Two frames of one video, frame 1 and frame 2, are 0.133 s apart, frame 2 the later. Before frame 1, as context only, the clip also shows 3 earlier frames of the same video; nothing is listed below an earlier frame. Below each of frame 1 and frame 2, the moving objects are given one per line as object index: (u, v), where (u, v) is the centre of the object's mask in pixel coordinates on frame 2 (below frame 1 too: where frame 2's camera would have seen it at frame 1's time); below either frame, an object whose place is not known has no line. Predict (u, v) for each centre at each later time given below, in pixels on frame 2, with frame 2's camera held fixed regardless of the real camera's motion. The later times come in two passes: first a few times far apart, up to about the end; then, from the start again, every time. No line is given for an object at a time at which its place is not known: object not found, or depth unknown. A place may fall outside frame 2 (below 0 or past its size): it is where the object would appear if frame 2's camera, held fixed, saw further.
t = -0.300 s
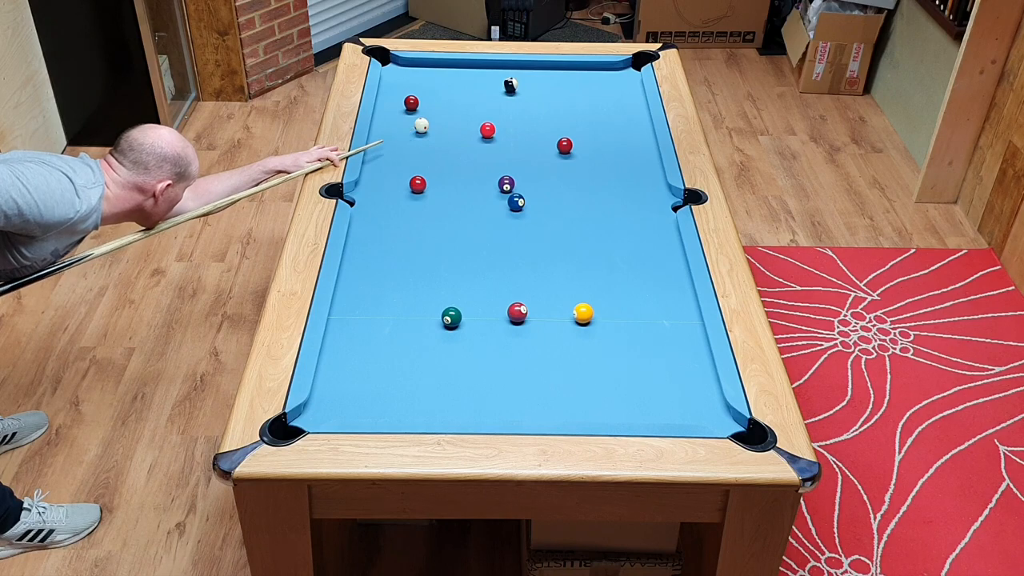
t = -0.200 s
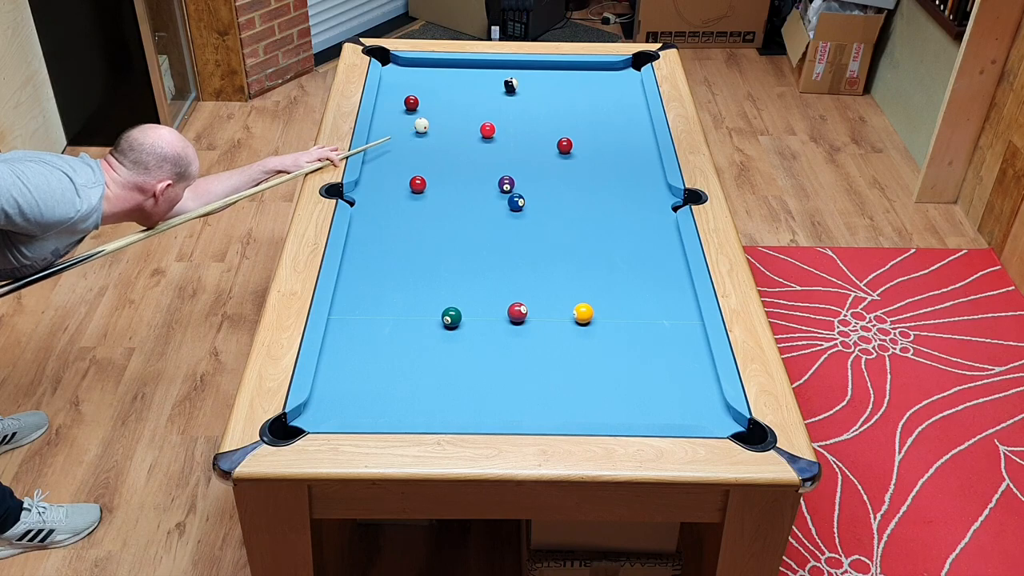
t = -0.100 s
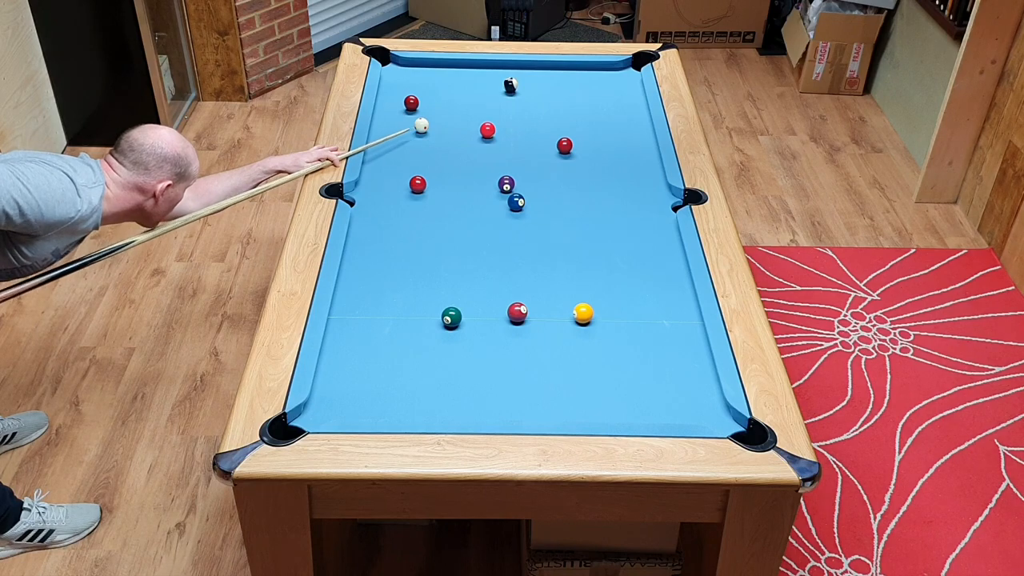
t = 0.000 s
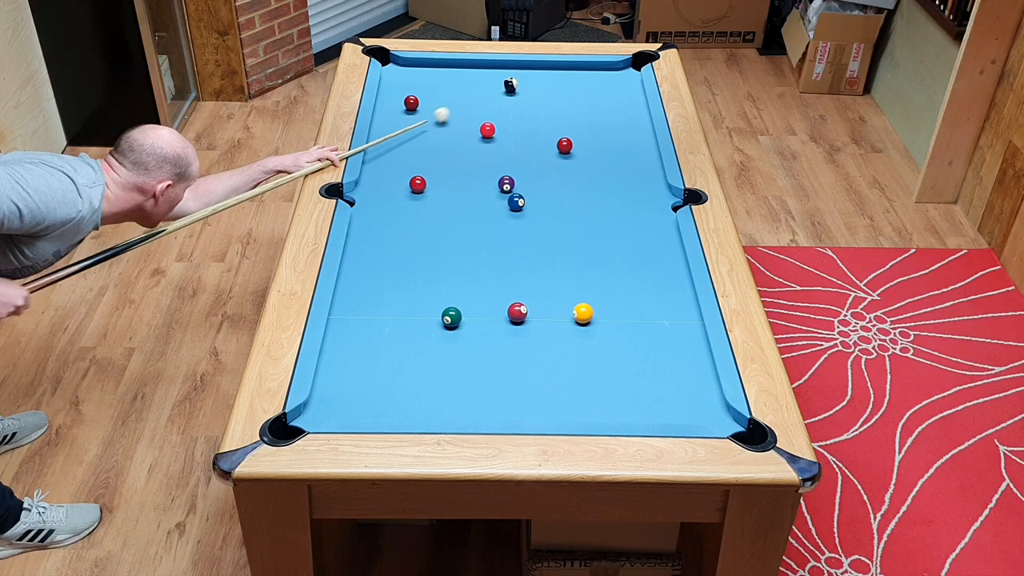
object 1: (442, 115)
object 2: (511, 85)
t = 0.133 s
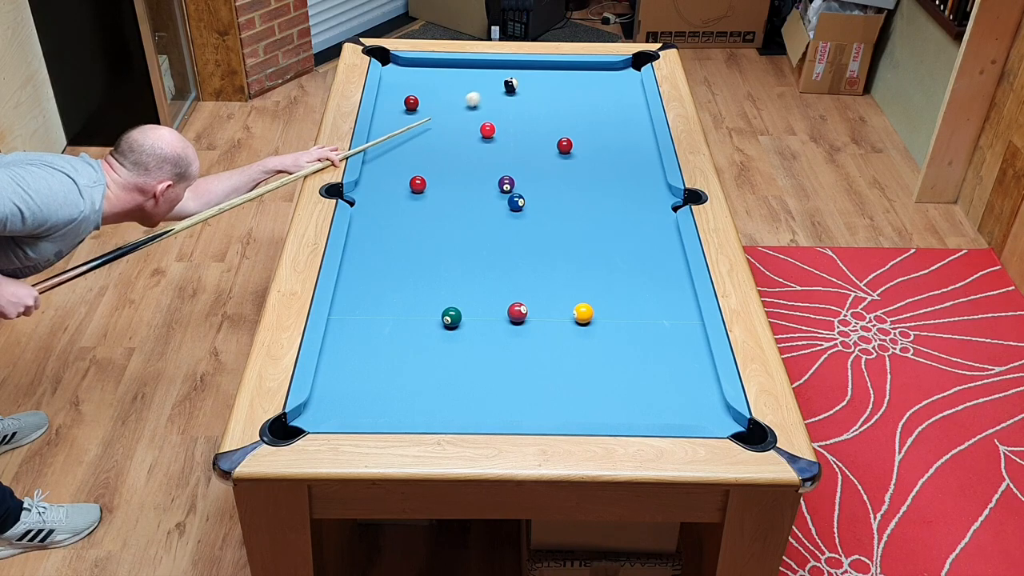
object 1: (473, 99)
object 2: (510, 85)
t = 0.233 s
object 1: (493, 88)
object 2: (511, 85)
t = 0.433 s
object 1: (492, 74)
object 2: (540, 81)
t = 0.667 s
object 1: (488, 69)
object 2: (571, 75)
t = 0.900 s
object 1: (481, 80)
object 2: (601, 71)
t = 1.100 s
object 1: (474, 89)
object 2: (624, 68)
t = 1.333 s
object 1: (467, 99)
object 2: (640, 66)
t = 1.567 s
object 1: (459, 109)
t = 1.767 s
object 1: (453, 117)
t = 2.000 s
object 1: (446, 126)
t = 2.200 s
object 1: (440, 133)
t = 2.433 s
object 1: (433, 141)
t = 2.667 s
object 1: (426, 148)
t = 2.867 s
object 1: (421, 153)
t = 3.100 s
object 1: (415, 159)
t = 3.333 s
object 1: (410, 164)
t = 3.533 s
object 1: (407, 167)
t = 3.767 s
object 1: (403, 170)
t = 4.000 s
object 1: (401, 172)
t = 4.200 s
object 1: (399, 174)
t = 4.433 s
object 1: (399, 174)
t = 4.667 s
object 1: (399, 174)
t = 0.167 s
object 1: (480, 95)
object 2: (510, 85)
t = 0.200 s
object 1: (487, 92)
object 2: (510, 85)
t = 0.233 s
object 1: (493, 88)
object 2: (511, 85)
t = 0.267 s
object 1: (495, 86)
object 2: (514, 84)
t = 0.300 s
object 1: (494, 84)
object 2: (521, 84)
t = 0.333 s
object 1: (493, 81)
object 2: (525, 83)
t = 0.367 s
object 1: (493, 79)
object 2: (530, 82)
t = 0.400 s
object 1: (493, 77)
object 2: (535, 81)
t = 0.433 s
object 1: (492, 74)
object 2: (540, 81)
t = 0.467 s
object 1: (492, 72)
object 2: (544, 80)
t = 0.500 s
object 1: (492, 70)
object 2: (549, 80)
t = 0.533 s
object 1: (491, 67)
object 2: (554, 78)
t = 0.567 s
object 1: (491, 65)
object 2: (558, 78)
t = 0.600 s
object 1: (490, 65)
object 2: (563, 77)
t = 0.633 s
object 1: (489, 67)
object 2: (567, 77)
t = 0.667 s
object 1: (488, 69)
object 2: (571, 75)
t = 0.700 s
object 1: (487, 70)
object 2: (576, 75)
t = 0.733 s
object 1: (486, 72)
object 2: (580, 74)
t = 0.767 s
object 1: (485, 73)
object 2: (584, 74)
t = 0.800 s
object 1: (484, 75)
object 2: (589, 73)
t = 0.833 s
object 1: (483, 76)
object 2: (592, 72)
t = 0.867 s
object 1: (482, 78)
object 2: (597, 71)
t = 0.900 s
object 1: (481, 80)
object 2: (601, 71)
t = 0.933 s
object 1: (480, 81)
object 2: (605, 70)
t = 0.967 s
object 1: (478, 83)
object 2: (609, 70)
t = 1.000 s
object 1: (477, 84)
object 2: (613, 69)
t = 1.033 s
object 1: (476, 86)
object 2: (617, 68)
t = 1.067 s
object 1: (475, 87)
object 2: (621, 69)
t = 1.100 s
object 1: (474, 89)
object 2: (624, 68)
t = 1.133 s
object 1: (473, 90)
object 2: (628, 67)
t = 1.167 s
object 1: (472, 92)
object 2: (632, 66)
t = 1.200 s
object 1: (471, 93)
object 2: (636, 65)
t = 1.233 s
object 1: (470, 95)
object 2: (639, 64)
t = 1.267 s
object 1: (469, 96)
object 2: (641, 63)
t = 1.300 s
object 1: (468, 98)
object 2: (641, 64)
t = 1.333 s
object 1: (467, 99)
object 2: (640, 66)
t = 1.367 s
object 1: (466, 101)
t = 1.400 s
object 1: (465, 102)
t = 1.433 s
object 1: (464, 103)
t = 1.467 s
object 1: (463, 105)
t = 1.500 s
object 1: (462, 106)
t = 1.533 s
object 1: (461, 108)
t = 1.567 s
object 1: (459, 109)
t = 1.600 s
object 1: (458, 110)
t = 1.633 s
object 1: (458, 112)
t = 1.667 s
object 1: (456, 113)
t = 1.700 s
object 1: (455, 115)
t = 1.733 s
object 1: (454, 116)
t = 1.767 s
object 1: (453, 117)
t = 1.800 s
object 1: (452, 119)
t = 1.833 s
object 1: (451, 120)
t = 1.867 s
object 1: (450, 121)
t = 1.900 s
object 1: (449, 122)
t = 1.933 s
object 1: (448, 124)
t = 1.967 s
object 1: (447, 125)
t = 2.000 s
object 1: (446, 126)
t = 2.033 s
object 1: (445, 127)
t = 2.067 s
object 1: (444, 129)
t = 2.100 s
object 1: (443, 130)
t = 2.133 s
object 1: (442, 131)
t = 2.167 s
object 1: (441, 132)
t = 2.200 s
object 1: (440, 133)
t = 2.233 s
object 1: (439, 134)
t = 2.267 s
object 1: (438, 136)
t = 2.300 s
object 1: (437, 137)
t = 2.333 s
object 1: (436, 138)
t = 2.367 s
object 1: (435, 139)
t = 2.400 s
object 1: (434, 140)
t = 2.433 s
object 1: (433, 141)
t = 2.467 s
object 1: (432, 142)
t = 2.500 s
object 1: (431, 143)
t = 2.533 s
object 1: (430, 144)
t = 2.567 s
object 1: (429, 145)
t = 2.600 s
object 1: (428, 146)
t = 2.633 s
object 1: (427, 147)
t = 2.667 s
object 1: (426, 148)
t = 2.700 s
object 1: (425, 149)
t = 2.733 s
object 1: (424, 150)
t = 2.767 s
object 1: (423, 151)
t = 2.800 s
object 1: (422, 152)
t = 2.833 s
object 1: (422, 152)
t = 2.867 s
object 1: (421, 153)
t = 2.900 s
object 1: (420, 154)
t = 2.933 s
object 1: (419, 155)
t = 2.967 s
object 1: (418, 156)
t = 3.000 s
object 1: (417, 157)
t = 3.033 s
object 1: (417, 158)
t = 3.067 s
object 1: (416, 158)
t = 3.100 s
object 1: (415, 159)
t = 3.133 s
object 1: (414, 159)
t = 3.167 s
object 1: (414, 160)
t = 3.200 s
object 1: (413, 161)
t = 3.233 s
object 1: (412, 162)
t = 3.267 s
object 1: (412, 162)
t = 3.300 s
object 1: (411, 163)
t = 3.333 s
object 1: (410, 164)
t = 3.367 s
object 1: (409, 164)
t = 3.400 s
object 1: (409, 165)
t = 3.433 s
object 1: (408, 165)
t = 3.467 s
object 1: (408, 166)
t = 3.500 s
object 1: (407, 166)
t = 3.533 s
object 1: (407, 167)
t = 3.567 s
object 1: (406, 167)
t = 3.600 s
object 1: (406, 168)
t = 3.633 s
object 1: (405, 168)
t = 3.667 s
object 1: (405, 169)
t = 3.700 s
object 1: (404, 169)
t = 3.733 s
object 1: (404, 170)
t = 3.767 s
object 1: (403, 170)
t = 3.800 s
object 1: (403, 171)
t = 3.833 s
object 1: (403, 171)
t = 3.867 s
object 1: (402, 171)
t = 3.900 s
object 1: (402, 171)
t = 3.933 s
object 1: (401, 172)
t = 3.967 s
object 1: (401, 172)
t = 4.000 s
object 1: (401, 172)
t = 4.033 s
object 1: (400, 172)
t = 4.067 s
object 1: (400, 173)
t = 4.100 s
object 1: (400, 173)
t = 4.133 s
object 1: (400, 173)
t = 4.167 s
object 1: (400, 173)
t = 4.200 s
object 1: (399, 174)
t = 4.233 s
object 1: (399, 174)
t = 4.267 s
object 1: (399, 174)
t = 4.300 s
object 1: (399, 174)
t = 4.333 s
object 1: (399, 174)
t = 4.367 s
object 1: (399, 174)
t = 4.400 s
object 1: (399, 174)
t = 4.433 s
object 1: (399, 174)
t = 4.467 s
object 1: (399, 174)
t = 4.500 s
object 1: (399, 174)
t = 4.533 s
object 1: (399, 174)
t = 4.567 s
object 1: (399, 174)
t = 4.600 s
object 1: (399, 174)
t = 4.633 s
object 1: (399, 174)
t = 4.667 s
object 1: (399, 174)
